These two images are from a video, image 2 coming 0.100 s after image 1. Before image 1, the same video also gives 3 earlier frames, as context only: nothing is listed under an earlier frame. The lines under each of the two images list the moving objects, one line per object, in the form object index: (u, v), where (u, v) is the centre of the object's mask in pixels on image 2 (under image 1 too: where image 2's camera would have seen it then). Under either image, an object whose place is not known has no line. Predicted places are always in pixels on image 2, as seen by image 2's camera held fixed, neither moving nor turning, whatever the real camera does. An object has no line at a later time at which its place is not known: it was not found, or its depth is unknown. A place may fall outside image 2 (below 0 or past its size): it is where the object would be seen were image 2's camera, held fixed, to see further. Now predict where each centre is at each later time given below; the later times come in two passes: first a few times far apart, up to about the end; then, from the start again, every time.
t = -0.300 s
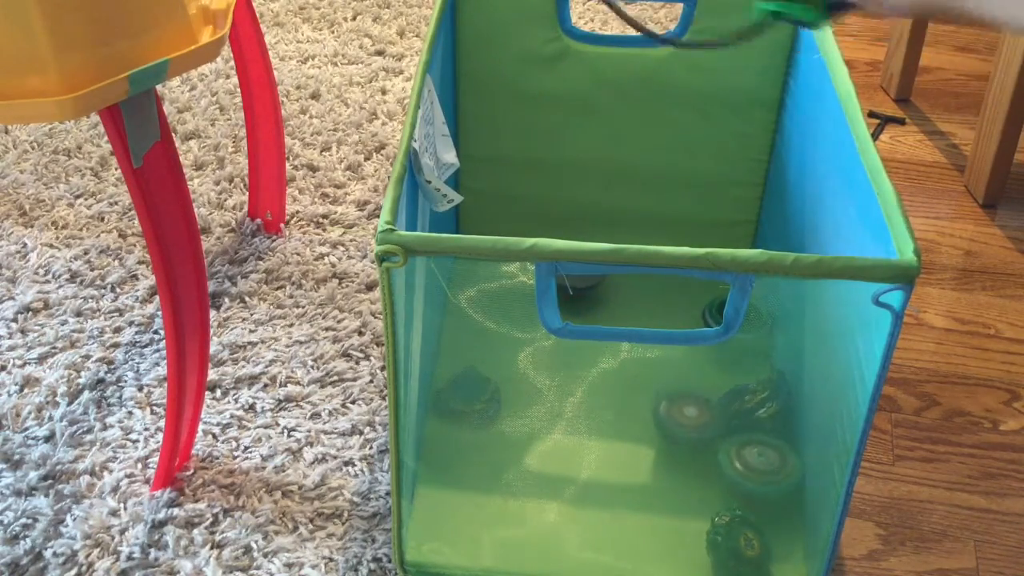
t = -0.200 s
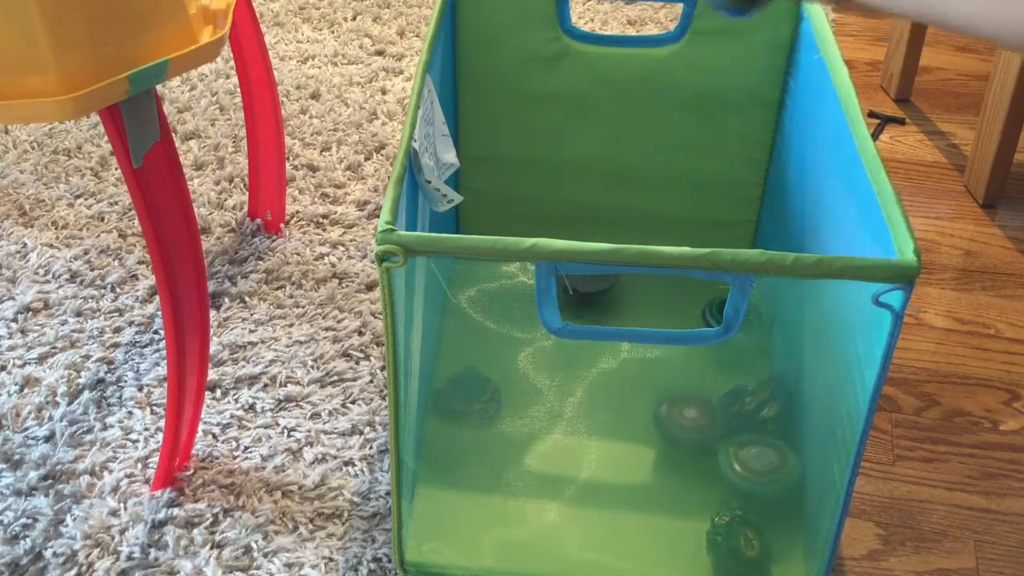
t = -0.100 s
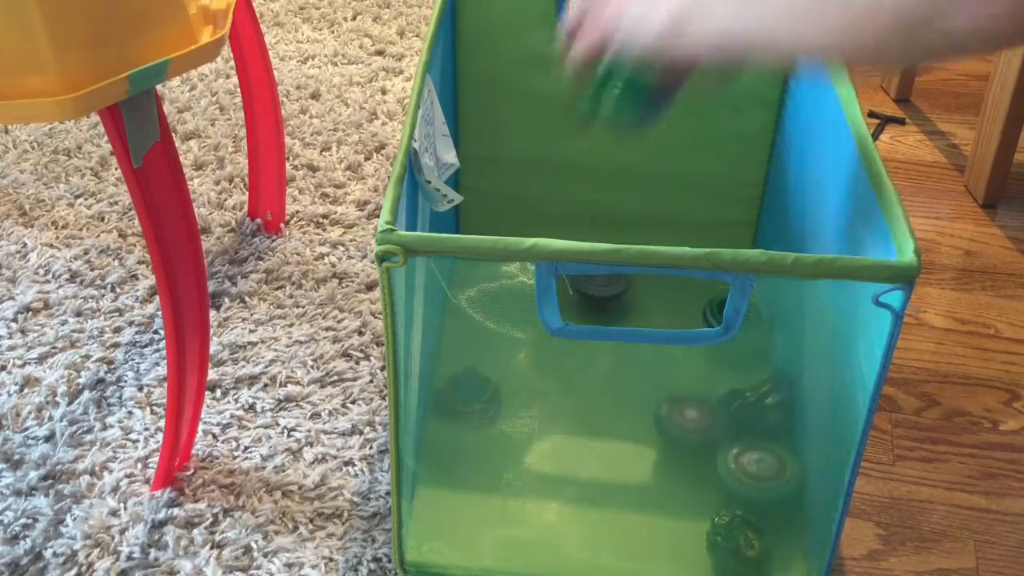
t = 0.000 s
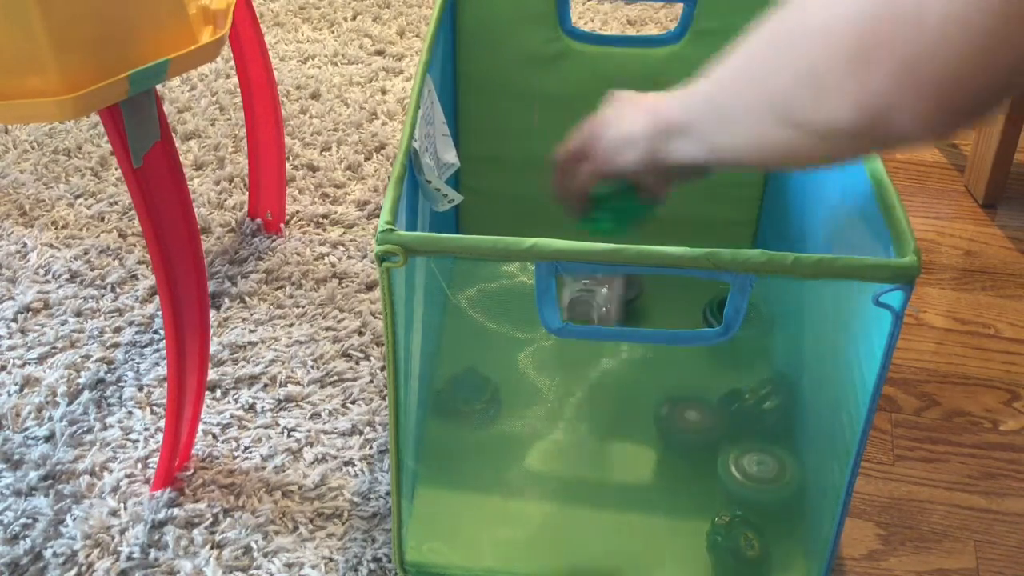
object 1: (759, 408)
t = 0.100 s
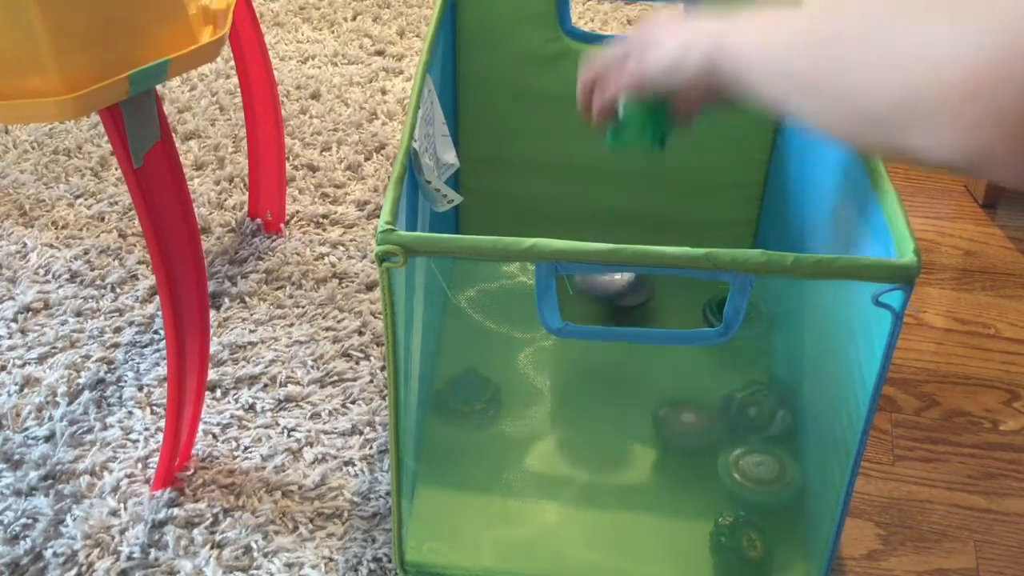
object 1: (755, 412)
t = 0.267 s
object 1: (760, 416)
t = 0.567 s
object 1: (755, 415)
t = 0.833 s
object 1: (758, 415)
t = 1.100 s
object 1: (759, 418)
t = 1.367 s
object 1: (758, 417)
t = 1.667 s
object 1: (756, 416)
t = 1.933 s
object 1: (760, 414)
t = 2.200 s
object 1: (761, 414)
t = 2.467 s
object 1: (763, 414)
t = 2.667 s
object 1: (763, 411)
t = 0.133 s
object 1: (758, 414)
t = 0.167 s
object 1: (759, 416)
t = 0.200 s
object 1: (761, 417)
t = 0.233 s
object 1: (761, 417)
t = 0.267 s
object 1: (760, 416)
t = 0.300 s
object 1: (760, 416)
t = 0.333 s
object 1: (760, 416)
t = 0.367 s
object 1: (759, 416)
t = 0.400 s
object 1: (759, 415)
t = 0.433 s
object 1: (759, 415)
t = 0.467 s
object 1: (758, 415)
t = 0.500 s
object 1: (757, 415)
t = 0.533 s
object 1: (757, 414)
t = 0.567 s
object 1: (755, 415)
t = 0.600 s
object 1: (753, 414)
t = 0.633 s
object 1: (752, 413)
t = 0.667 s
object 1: (752, 413)
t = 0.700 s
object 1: (755, 414)
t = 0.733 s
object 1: (756, 414)
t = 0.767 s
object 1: (757, 415)
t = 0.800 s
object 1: (758, 415)
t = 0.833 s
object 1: (758, 415)
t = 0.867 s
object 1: (756, 415)
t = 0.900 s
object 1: (754, 414)
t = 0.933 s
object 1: (754, 414)
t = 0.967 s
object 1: (754, 414)
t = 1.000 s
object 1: (757, 415)
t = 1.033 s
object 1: (757, 417)
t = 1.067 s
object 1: (759, 416)
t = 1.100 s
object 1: (759, 418)
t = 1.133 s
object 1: (758, 417)
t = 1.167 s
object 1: (759, 416)
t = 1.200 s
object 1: (757, 415)
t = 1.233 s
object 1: (756, 415)
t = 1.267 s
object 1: (756, 415)
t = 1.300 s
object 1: (757, 416)
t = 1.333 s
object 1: (757, 417)
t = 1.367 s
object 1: (758, 417)
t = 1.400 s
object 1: (758, 417)
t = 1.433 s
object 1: (757, 417)
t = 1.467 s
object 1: (756, 418)
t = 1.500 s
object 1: (756, 418)
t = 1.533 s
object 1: (756, 418)
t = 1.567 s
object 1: (757, 417)
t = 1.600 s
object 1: (757, 417)
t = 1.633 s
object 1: (757, 416)
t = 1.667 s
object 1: (756, 416)
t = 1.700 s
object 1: (756, 416)
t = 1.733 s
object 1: (756, 416)
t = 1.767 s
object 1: (756, 415)
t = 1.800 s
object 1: (757, 414)
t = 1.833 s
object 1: (757, 414)
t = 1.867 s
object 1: (757, 414)
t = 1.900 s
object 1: (758, 414)
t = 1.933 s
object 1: (760, 414)
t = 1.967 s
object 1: (761, 413)
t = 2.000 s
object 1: (762, 413)
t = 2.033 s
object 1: (762, 413)
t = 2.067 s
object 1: (762, 413)
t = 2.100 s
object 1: (762, 414)
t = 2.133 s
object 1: (761, 415)
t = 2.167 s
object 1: (761, 414)
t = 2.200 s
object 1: (761, 414)
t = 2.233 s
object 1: (761, 414)
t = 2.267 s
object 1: (761, 415)
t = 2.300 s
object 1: (761, 415)
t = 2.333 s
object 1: (762, 415)
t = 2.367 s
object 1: (762, 415)
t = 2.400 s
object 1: (763, 414)
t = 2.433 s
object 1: (763, 414)
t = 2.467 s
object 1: (763, 414)
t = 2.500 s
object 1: (764, 414)
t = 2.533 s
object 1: (764, 414)
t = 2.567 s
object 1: (764, 413)
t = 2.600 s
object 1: (764, 413)
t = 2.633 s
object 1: (765, 412)
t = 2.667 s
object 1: (763, 411)
